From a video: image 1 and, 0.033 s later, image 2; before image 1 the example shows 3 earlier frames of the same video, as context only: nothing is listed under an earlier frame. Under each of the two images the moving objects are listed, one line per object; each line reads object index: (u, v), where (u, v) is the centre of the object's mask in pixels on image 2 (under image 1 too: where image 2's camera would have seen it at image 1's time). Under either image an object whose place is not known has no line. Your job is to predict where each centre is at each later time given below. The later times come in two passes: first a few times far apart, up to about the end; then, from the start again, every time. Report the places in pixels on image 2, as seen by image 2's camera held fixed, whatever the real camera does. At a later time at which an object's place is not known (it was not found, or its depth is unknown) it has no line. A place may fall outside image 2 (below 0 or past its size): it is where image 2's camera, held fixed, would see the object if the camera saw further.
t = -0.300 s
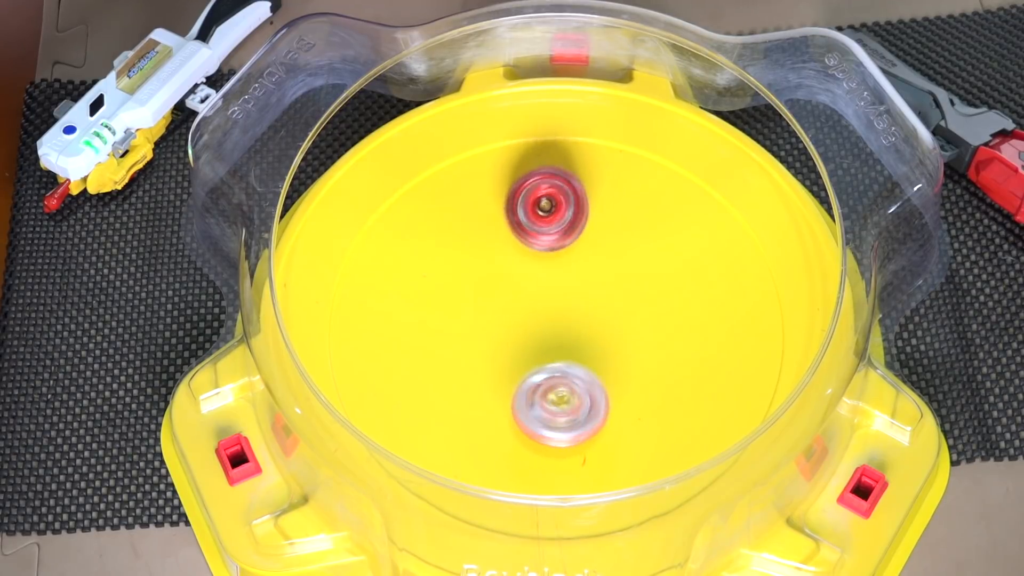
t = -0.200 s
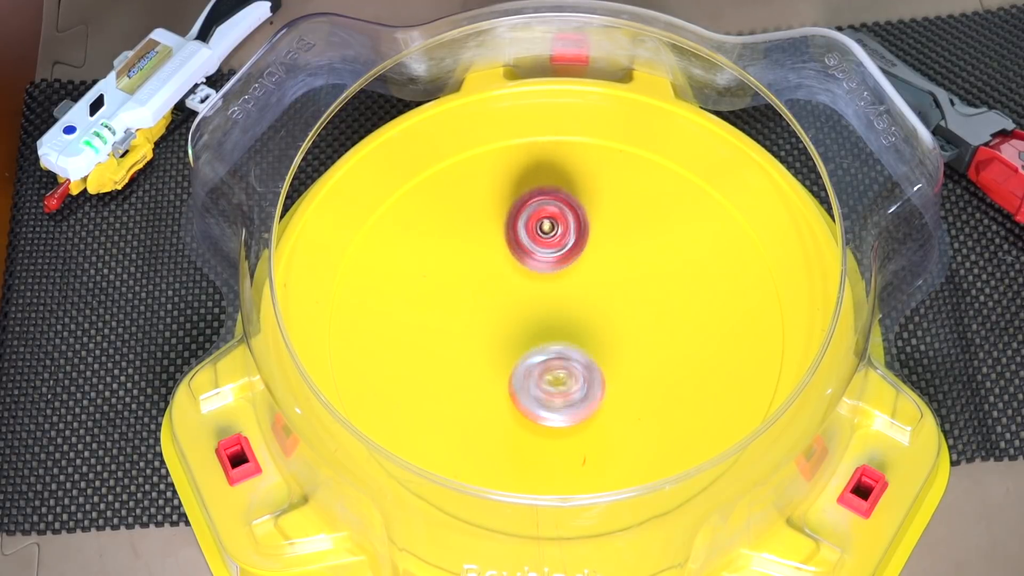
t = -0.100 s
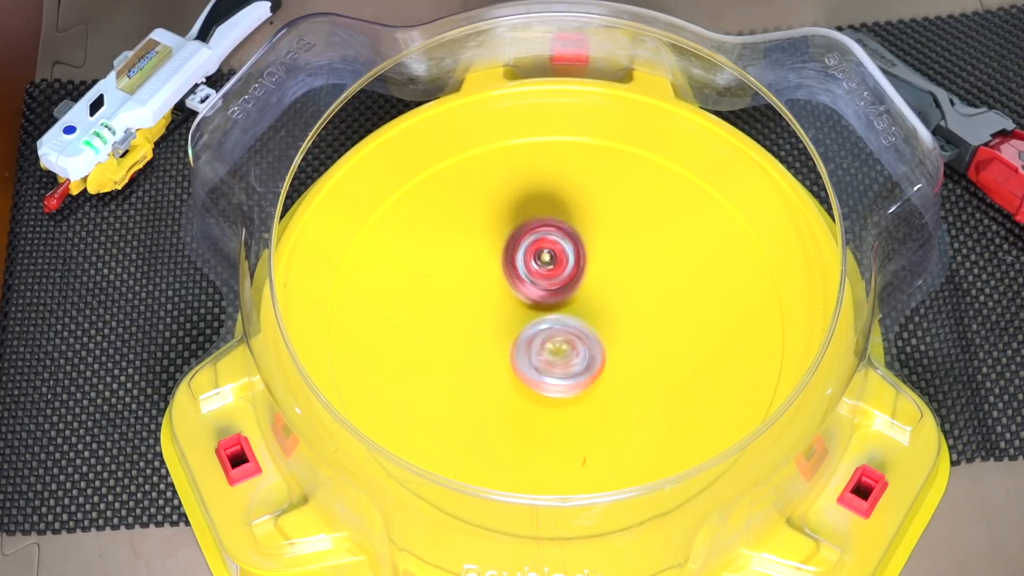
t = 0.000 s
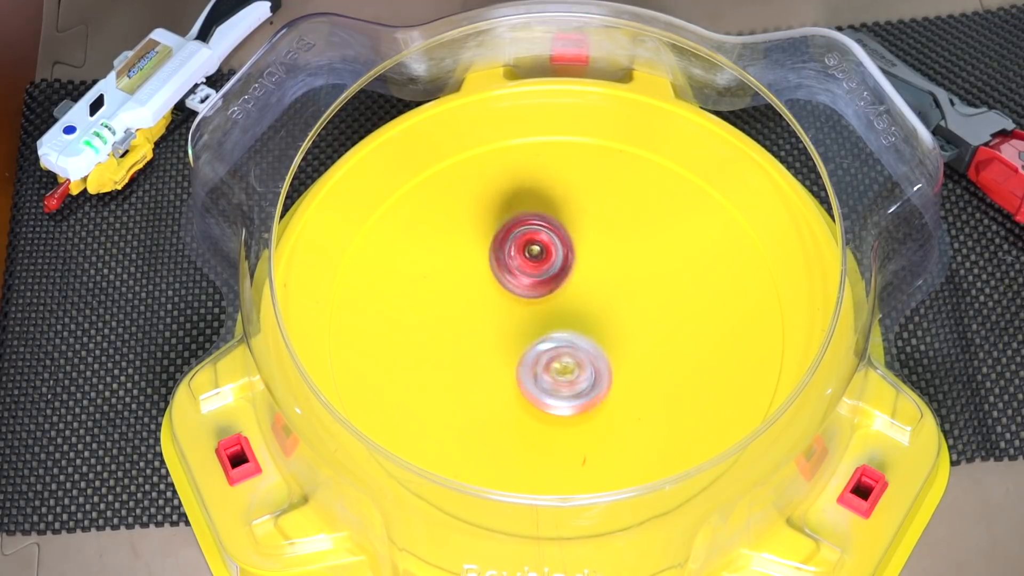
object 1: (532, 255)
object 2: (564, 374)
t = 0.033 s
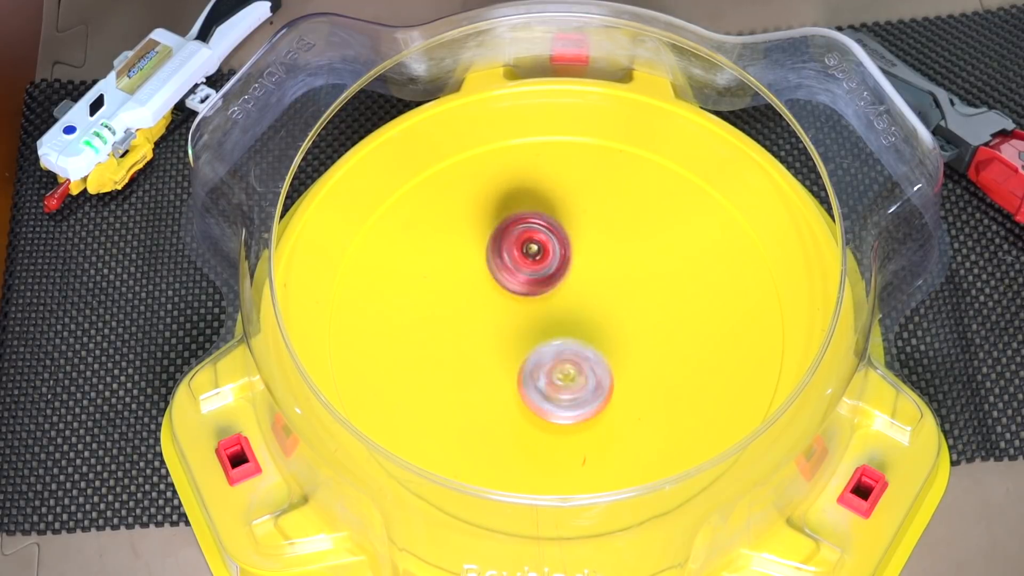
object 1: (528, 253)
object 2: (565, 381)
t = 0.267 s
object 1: (533, 290)
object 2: (558, 369)
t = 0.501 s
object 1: (541, 290)
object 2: (572, 386)
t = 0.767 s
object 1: (550, 287)
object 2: (561, 369)
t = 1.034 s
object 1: (552, 245)
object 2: (547, 382)
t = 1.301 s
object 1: (559, 253)
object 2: (554, 367)
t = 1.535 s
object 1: (558, 272)
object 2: (578, 373)
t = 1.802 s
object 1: (562, 281)
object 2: (563, 380)
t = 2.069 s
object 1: (570, 267)
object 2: (545, 376)
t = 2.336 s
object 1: (570, 271)
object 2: (550, 366)
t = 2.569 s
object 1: (567, 278)
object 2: (551, 357)
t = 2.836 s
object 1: (578, 236)
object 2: (535, 394)
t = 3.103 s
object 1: (581, 267)
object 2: (538, 363)
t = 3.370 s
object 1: (597, 266)
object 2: (535, 354)
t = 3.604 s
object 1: (599, 264)
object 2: (536, 359)
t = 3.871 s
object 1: (597, 259)
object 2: (537, 371)
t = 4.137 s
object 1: (586, 278)
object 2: (543, 364)
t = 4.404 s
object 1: (591, 255)
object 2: (526, 385)
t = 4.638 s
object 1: (580, 278)
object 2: (537, 360)
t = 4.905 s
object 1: (584, 278)
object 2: (530, 361)
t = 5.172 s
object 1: (611, 231)
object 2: (508, 404)
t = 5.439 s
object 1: (594, 271)
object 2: (536, 376)
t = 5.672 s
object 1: (585, 268)
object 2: (525, 396)
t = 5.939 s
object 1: (577, 283)
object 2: (536, 375)
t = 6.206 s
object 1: (583, 267)
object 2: (539, 372)
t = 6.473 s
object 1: (580, 277)
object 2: (554, 354)
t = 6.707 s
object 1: (578, 278)
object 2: (550, 365)
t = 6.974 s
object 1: (579, 281)
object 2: (537, 356)
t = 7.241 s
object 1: (583, 277)
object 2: (530, 351)
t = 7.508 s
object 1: (585, 277)
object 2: (529, 350)
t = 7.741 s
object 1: (584, 279)
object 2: (535, 347)
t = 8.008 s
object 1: (598, 264)
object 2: (528, 363)
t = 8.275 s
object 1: (586, 283)
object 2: (534, 368)
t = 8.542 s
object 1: (589, 288)
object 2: (542, 359)
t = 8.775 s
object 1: (592, 280)
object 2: (536, 364)
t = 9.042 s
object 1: (581, 289)
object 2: (536, 364)
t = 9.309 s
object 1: (584, 290)
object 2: (535, 358)
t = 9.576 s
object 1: (601, 263)
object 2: (529, 369)
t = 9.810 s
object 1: (579, 283)
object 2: (548, 360)
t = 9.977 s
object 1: (574, 285)
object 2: (550, 369)
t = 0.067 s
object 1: (527, 253)
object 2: (565, 385)
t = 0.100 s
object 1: (526, 257)
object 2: (564, 386)
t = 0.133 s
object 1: (527, 262)
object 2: (564, 385)
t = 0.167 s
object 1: (528, 268)
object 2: (562, 383)
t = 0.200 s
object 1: (529, 274)
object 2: (561, 378)
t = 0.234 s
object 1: (531, 283)
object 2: (560, 374)
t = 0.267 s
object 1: (533, 290)
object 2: (558, 369)
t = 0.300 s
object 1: (532, 291)
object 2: (561, 374)
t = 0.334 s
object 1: (533, 290)
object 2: (563, 377)
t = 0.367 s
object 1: (534, 292)
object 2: (566, 379)
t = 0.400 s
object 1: (537, 295)
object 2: (566, 378)
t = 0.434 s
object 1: (539, 297)
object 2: (566, 375)
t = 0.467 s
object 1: (541, 297)
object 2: (569, 377)
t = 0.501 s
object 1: (541, 290)
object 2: (572, 386)
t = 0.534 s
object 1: (542, 284)
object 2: (574, 390)
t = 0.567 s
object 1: (542, 281)
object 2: (576, 393)
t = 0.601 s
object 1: (544, 280)
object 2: (574, 394)
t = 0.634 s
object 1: (546, 281)
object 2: (573, 392)
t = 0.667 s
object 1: (547, 282)
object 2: (570, 387)
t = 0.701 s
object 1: (548, 284)
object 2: (568, 383)
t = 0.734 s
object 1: (549, 285)
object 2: (564, 377)
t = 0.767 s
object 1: (550, 287)
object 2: (561, 369)
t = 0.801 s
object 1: (551, 284)
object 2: (558, 368)
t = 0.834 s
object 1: (551, 271)
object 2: (557, 381)
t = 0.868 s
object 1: (552, 259)
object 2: (554, 388)
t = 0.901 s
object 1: (552, 252)
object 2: (551, 392)
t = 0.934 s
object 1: (552, 247)
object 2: (551, 392)
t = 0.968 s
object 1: (552, 245)
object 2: (549, 392)
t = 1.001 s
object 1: (551, 244)
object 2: (548, 389)
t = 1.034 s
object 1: (552, 245)
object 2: (547, 382)
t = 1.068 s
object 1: (553, 247)
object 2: (548, 376)
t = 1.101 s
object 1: (553, 251)
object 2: (548, 369)
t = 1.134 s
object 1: (553, 256)
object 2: (548, 362)
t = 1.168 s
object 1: (553, 261)
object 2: (549, 354)
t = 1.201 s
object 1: (553, 265)
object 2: (550, 347)
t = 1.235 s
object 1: (555, 262)
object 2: (551, 351)
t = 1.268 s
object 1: (558, 256)
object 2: (551, 360)
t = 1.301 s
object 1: (559, 253)
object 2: (554, 367)
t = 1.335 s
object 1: (560, 253)
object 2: (557, 372)
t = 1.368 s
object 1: (559, 254)
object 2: (562, 375)
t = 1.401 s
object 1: (559, 257)
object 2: (567, 377)
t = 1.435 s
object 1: (558, 260)
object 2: (570, 377)
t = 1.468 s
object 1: (559, 264)
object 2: (573, 376)
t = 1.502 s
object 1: (558, 268)
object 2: (576, 375)
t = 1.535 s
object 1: (558, 272)
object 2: (578, 373)
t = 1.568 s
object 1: (558, 275)
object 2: (579, 373)
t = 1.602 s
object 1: (558, 279)
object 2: (577, 370)
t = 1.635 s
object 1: (559, 283)
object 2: (575, 367)
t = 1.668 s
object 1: (560, 286)
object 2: (574, 366)
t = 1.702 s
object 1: (561, 284)
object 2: (571, 372)
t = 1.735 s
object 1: (561, 281)
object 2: (569, 376)
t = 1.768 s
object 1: (561, 280)
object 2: (567, 379)
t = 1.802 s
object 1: (562, 281)
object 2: (563, 380)
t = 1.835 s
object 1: (563, 282)
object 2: (560, 378)
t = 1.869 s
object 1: (563, 284)
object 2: (558, 375)
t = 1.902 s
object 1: (563, 286)
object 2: (556, 371)
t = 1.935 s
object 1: (564, 286)
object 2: (553, 366)
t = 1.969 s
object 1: (566, 280)
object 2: (549, 373)
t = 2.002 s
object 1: (567, 272)
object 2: (548, 377)
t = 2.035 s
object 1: (569, 269)
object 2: (546, 378)
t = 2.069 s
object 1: (570, 267)
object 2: (545, 376)
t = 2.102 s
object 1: (570, 268)
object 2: (546, 374)
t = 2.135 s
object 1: (570, 270)
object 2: (547, 371)
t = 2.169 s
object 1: (570, 272)
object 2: (549, 368)
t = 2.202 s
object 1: (571, 273)
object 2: (549, 364)
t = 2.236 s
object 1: (570, 276)
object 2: (550, 361)
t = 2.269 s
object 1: (570, 278)
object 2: (552, 358)
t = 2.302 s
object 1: (570, 276)
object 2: (551, 361)
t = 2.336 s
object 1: (570, 271)
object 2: (550, 366)
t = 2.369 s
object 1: (571, 268)
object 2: (549, 369)
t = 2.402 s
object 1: (571, 269)
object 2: (548, 370)
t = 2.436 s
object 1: (570, 270)
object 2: (547, 370)
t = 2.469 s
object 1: (569, 271)
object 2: (547, 367)
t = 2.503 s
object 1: (567, 273)
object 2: (548, 364)
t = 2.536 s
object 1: (567, 276)
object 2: (549, 361)
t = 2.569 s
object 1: (567, 278)
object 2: (551, 357)
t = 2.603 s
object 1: (570, 265)
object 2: (546, 372)
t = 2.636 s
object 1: (574, 249)
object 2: (541, 386)
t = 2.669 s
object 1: (576, 237)
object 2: (537, 395)
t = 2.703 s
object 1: (578, 230)
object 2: (534, 400)
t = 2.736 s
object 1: (579, 227)
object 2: (533, 402)
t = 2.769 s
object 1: (579, 228)
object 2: (533, 401)
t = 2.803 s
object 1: (578, 231)
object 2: (533, 398)
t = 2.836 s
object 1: (578, 236)
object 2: (535, 394)
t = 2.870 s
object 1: (577, 241)
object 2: (536, 388)
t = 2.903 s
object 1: (576, 248)
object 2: (538, 383)
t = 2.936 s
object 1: (575, 254)
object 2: (540, 376)
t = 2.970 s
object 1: (573, 260)
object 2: (542, 370)
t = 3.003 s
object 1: (573, 267)
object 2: (544, 363)
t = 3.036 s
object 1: (572, 273)
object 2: (547, 357)
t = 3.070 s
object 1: (572, 275)
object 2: (546, 355)
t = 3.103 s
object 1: (581, 267)
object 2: (538, 363)
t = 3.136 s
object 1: (589, 259)
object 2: (532, 367)
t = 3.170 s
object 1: (595, 255)
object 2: (528, 369)
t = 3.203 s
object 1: (599, 253)
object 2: (526, 369)
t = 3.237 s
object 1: (600, 253)
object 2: (526, 367)
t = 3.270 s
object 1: (600, 255)
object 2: (526, 365)
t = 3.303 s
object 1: (600, 258)
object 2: (528, 362)
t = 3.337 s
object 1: (599, 262)
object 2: (531, 358)
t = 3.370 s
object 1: (597, 266)
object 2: (535, 354)
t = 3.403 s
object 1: (594, 270)
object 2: (538, 350)
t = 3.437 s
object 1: (592, 274)
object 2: (543, 346)
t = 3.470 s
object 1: (595, 272)
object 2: (540, 348)
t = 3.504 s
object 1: (598, 265)
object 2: (536, 355)
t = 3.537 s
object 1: (600, 263)
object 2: (535, 358)
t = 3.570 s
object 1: (600, 263)
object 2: (535, 359)
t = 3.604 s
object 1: (599, 264)
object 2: (536, 359)
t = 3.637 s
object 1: (598, 266)
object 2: (537, 357)
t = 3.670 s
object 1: (596, 269)
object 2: (538, 355)
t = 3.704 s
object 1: (594, 271)
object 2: (541, 352)
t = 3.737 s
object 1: (592, 274)
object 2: (544, 350)
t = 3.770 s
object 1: (592, 277)
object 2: (547, 349)
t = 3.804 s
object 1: (594, 273)
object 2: (545, 356)
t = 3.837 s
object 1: (595, 263)
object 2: (541, 365)
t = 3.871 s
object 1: (597, 259)
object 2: (537, 371)
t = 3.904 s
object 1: (597, 257)
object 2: (535, 374)
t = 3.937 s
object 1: (596, 259)
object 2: (535, 375)
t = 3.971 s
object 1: (594, 261)
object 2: (535, 375)
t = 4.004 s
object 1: (592, 264)
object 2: (537, 373)
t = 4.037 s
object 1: (592, 267)
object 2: (538, 371)
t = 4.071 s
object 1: (590, 271)
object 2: (539, 369)
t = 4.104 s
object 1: (588, 275)
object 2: (541, 366)
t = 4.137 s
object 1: (586, 278)
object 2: (543, 364)
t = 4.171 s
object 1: (585, 281)
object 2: (544, 362)
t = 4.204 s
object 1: (584, 284)
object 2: (545, 360)
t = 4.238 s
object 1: (584, 282)
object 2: (542, 363)
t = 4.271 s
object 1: (588, 271)
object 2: (536, 375)
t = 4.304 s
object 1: (591, 262)
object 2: (532, 382)
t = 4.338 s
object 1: (592, 257)
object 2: (529, 386)
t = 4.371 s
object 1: (591, 255)
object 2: (527, 386)
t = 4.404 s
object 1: (591, 255)
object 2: (526, 385)
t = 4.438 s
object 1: (589, 257)
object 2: (526, 383)
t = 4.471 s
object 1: (588, 260)
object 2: (528, 379)
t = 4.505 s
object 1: (586, 263)
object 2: (529, 376)
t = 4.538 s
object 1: (585, 267)
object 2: (530, 372)
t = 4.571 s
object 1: (583, 271)
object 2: (532, 368)
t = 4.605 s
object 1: (581, 275)
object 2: (535, 365)
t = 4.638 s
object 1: (580, 278)
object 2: (537, 360)
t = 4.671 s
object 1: (579, 282)
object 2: (538, 356)
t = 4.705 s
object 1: (582, 278)
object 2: (534, 363)
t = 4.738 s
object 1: (585, 274)
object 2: (530, 366)
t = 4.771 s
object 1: (587, 271)
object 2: (527, 368)
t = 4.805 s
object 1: (587, 272)
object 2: (527, 368)
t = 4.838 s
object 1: (587, 273)
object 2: (527, 366)
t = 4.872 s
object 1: (585, 275)
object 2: (528, 363)
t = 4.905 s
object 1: (584, 278)
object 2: (530, 361)
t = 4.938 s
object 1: (583, 281)
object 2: (533, 358)
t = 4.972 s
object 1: (582, 284)
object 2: (535, 355)
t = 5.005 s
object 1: (585, 278)
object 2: (531, 362)
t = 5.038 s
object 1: (593, 262)
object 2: (523, 379)
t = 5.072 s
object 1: (599, 248)
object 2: (515, 392)
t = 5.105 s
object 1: (605, 238)
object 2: (510, 401)
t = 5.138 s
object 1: (608, 233)
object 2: (509, 403)
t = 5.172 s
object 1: (611, 231)
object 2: (508, 404)
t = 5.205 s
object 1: (612, 230)
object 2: (509, 402)
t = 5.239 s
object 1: (611, 233)
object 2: (514, 399)
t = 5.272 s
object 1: (609, 237)
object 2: (517, 395)
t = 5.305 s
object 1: (607, 242)
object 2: (520, 392)
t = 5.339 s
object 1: (605, 248)
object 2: (525, 387)
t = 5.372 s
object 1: (601, 256)
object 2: (528, 384)
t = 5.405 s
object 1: (598, 262)
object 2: (533, 380)
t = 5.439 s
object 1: (594, 271)
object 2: (536, 376)
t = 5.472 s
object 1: (590, 278)
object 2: (539, 371)
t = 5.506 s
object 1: (586, 285)
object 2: (543, 367)
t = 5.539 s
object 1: (583, 290)
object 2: (545, 363)
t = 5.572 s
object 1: (583, 287)
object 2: (540, 374)
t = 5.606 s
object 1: (585, 276)
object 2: (533, 385)
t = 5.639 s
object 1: (587, 273)
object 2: (527, 393)
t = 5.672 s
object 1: (585, 268)
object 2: (525, 396)
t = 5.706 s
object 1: (584, 268)
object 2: (523, 396)
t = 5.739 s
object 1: (582, 269)
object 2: (525, 395)
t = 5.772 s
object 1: (580, 270)
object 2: (526, 391)
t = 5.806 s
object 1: (580, 273)
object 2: (528, 388)
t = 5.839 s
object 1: (579, 275)
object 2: (530, 385)
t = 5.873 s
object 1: (578, 278)
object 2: (532, 382)
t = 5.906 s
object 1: (578, 281)
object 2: (535, 379)
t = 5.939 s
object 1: (577, 283)
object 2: (536, 375)
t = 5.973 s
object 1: (577, 285)
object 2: (539, 371)
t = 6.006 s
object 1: (576, 288)
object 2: (540, 368)
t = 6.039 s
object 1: (575, 289)
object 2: (544, 364)
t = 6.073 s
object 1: (576, 285)
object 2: (542, 367)
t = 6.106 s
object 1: (579, 276)
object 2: (540, 373)
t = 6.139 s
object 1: (581, 271)
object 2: (539, 375)
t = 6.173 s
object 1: (583, 268)
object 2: (540, 375)
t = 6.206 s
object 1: (583, 267)
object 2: (539, 372)
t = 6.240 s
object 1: (583, 266)
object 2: (541, 371)
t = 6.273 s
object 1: (582, 267)
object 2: (542, 368)
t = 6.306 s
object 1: (581, 268)
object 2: (546, 365)
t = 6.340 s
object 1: (580, 272)
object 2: (546, 361)
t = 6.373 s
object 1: (578, 274)
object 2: (549, 360)
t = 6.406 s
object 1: (579, 276)
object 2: (551, 357)
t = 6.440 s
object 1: (579, 278)
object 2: (555, 355)
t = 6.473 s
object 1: (580, 277)
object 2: (554, 354)
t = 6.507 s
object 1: (580, 279)
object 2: (554, 358)
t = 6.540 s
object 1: (580, 278)
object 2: (554, 357)
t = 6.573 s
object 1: (580, 280)
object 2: (555, 357)
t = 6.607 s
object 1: (579, 280)
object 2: (552, 358)
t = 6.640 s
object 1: (579, 279)
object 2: (552, 362)
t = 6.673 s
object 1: (579, 279)
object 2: (550, 365)
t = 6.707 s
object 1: (578, 278)
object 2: (550, 365)
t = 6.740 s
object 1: (577, 279)
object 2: (547, 364)
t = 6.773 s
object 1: (577, 279)
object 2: (546, 362)
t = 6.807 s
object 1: (577, 281)
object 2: (545, 360)
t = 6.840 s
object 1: (576, 282)
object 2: (545, 357)
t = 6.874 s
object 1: (578, 280)
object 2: (541, 359)
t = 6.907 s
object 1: (580, 280)
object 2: (539, 359)
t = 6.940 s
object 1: (579, 280)
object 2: (538, 358)
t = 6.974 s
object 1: (579, 281)
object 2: (537, 356)
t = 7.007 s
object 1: (577, 283)
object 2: (538, 354)
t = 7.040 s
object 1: (580, 281)
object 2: (534, 357)
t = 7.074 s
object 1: (584, 277)
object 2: (531, 360)
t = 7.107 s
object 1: (585, 275)
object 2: (528, 360)
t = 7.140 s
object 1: (587, 273)
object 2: (527, 358)
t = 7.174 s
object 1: (585, 274)
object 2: (529, 356)
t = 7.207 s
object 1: (584, 274)
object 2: (529, 353)
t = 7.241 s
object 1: (583, 277)
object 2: (530, 351)
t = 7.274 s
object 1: (582, 278)
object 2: (533, 349)
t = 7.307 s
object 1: (583, 280)
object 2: (533, 347)
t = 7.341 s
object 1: (583, 279)
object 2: (533, 347)
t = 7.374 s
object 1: (583, 279)
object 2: (532, 348)
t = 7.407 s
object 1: (583, 278)
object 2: (531, 348)
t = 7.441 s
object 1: (583, 279)
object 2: (532, 348)
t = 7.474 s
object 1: (582, 280)
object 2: (531, 348)
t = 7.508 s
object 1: (585, 277)
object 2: (529, 350)
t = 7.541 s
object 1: (586, 276)
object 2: (527, 353)
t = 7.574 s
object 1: (586, 275)
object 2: (526, 354)
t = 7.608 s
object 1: (585, 276)
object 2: (528, 352)
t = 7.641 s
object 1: (584, 277)
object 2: (528, 352)
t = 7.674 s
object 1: (584, 278)
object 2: (531, 351)
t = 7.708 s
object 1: (584, 278)
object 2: (534, 348)
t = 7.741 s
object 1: (584, 279)
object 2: (535, 347)
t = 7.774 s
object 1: (587, 270)
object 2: (531, 355)
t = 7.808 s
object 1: (592, 264)
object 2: (529, 360)
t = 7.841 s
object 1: (596, 260)
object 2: (525, 363)
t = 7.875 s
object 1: (599, 258)
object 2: (524, 364)
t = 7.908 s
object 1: (600, 258)
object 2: (526, 364)
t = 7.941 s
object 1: (600, 258)
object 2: (525, 364)
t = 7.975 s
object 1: (598, 261)
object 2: (526, 364)
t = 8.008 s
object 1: (598, 264)
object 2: (528, 363)
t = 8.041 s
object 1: (596, 268)
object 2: (529, 362)
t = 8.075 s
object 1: (596, 272)
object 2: (529, 361)
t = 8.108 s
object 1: (595, 277)
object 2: (533, 359)
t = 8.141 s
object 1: (593, 280)
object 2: (535, 358)
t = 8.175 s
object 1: (591, 284)
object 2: (536, 356)
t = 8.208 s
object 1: (588, 287)
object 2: (539, 354)
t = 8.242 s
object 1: (587, 285)
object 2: (537, 362)
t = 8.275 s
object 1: (586, 283)
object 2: (534, 368)
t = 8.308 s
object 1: (585, 284)
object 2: (534, 369)
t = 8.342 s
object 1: (584, 283)
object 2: (535, 369)
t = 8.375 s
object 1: (585, 285)
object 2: (534, 368)
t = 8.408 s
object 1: (585, 285)
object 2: (536, 366)
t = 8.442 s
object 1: (586, 287)
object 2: (538, 364)
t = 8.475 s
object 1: (586, 288)
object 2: (539, 362)
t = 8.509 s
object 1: (586, 289)
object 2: (542, 359)
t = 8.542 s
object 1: (589, 288)
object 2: (542, 359)
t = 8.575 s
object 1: (590, 288)
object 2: (543, 360)
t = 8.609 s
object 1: (592, 288)
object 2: (543, 358)
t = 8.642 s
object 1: (591, 288)
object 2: (545, 356)
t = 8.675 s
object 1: (592, 287)
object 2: (541, 359)
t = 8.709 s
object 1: (594, 282)
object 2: (537, 363)
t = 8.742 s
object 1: (595, 280)
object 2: (535, 364)
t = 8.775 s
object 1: (592, 280)
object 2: (536, 364)
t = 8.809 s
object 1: (592, 280)
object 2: (537, 363)
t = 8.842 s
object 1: (589, 282)
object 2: (537, 363)
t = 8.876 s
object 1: (589, 284)
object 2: (538, 362)
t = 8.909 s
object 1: (587, 285)
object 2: (540, 362)
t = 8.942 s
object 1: (585, 288)
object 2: (540, 362)
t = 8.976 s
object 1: (582, 289)
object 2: (540, 361)
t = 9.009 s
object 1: (580, 290)
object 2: (539, 361)
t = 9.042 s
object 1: (581, 289)
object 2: (536, 364)
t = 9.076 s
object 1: (580, 289)
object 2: (534, 364)
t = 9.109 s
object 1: (581, 290)
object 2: (533, 363)
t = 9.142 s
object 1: (581, 290)
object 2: (535, 361)
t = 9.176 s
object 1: (582, 291)
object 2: (535, 361)
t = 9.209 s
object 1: (584, 290)
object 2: (534, 362)
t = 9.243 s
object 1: (585, 291)
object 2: (533, 362)
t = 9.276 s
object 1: (584, 290)
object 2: (533, 360)
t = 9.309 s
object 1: (584, 290)
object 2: (535, 358)
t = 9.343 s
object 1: (585, 285)
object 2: (531, 363)
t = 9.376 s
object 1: (590, 276)
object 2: (528, 371)
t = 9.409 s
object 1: (595, 270)
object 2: (525, 374)
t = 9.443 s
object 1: (599, 266)
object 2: (524, 376)
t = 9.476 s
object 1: (602, 264)
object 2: (523, 374)
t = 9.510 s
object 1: (603, 262)
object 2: (524, 373)
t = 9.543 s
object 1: (603, 262)
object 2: (527, 371)
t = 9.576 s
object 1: (601, 263)
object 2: (529, 369)
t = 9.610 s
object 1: (600, 265)
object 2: (533, 368)
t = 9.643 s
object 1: (598, 267)
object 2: (535, 365)
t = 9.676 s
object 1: (596, 271)
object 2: (537, 364)
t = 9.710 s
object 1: (594, 273)
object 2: (540, 361)
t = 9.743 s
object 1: (589, 278)
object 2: (543, 359)
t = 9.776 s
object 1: (584, 281)
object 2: (547, 358)
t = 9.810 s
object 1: (579, 283)
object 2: (548, 360)
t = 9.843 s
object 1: (576, 281)
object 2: (548, 368)
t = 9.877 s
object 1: (574, 280)
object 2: (546, 369)
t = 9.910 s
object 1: (573, 282)
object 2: (547, 370)
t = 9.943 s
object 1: (574, 284)
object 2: (548, 369)
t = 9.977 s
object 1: (574, 285)
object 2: (550, 369)
